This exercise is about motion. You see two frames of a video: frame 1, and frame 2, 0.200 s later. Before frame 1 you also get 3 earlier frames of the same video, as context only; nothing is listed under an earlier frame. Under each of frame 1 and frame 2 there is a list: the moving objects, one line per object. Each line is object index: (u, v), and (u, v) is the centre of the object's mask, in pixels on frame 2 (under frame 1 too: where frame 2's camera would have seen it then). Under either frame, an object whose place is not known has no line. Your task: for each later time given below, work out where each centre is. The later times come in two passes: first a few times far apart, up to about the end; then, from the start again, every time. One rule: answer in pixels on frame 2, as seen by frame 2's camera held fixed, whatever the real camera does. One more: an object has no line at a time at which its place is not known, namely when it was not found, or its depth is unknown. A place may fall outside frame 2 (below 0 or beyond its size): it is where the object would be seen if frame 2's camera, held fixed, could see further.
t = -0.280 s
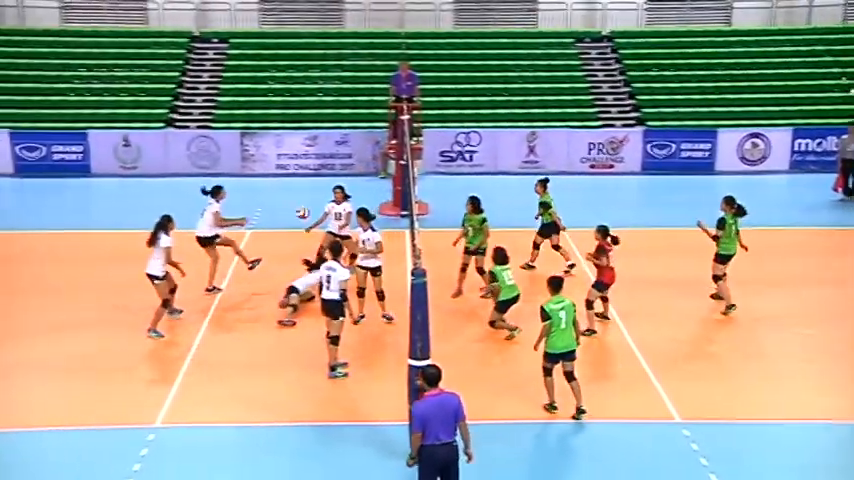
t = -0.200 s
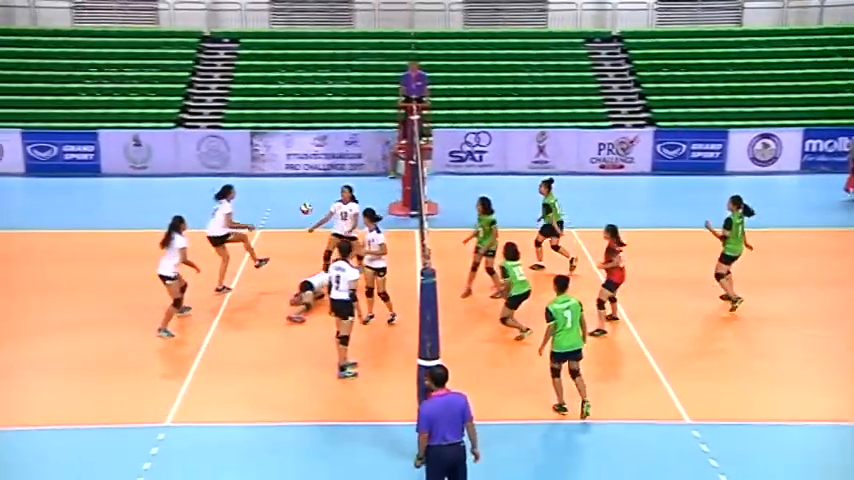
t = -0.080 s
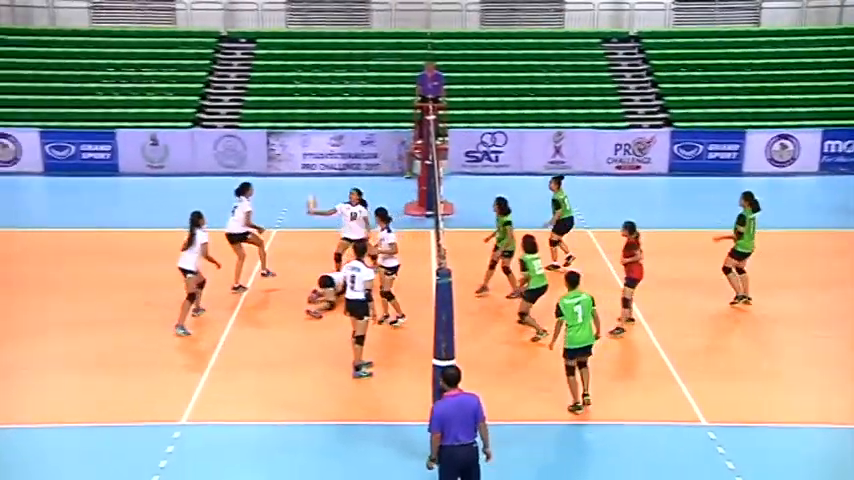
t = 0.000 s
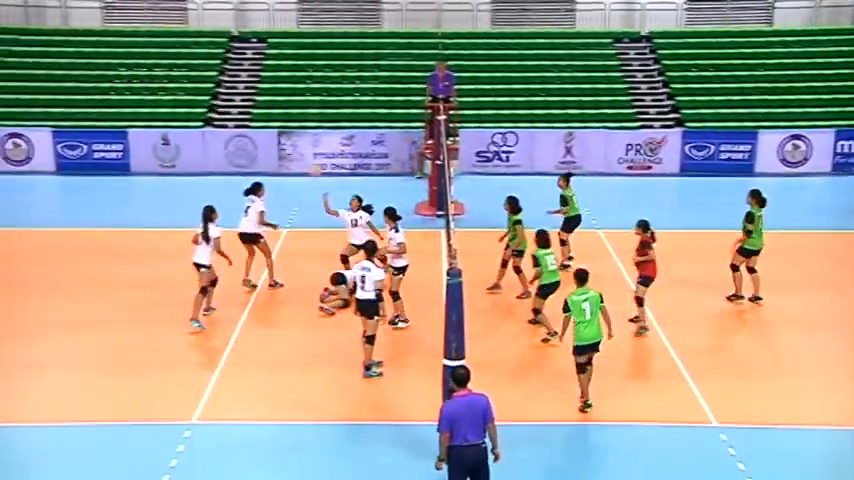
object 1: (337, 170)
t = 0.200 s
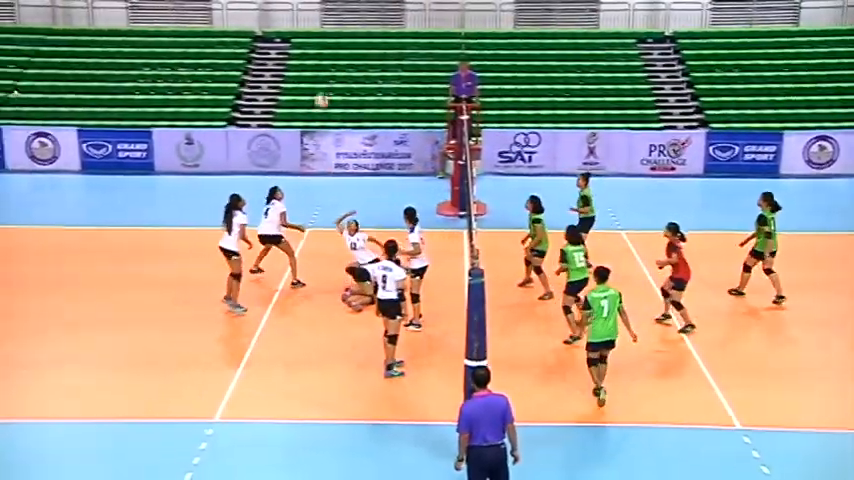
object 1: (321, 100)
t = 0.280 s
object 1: (315, 80)
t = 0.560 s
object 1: (293, 38)
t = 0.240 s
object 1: (318, 90)
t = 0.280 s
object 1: (315, 80)
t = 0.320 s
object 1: (312, 72)
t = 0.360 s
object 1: (309, 63)
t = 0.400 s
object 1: (306, 56)
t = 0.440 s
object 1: (303, 50)
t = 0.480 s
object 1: (299, 45)
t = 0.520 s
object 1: (296, 41)
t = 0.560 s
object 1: (293, 38)
